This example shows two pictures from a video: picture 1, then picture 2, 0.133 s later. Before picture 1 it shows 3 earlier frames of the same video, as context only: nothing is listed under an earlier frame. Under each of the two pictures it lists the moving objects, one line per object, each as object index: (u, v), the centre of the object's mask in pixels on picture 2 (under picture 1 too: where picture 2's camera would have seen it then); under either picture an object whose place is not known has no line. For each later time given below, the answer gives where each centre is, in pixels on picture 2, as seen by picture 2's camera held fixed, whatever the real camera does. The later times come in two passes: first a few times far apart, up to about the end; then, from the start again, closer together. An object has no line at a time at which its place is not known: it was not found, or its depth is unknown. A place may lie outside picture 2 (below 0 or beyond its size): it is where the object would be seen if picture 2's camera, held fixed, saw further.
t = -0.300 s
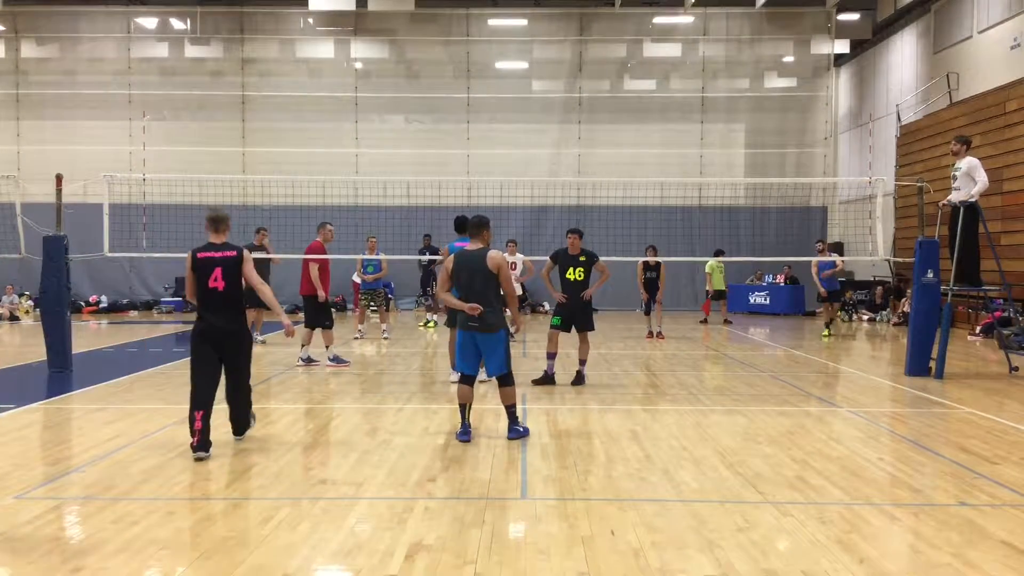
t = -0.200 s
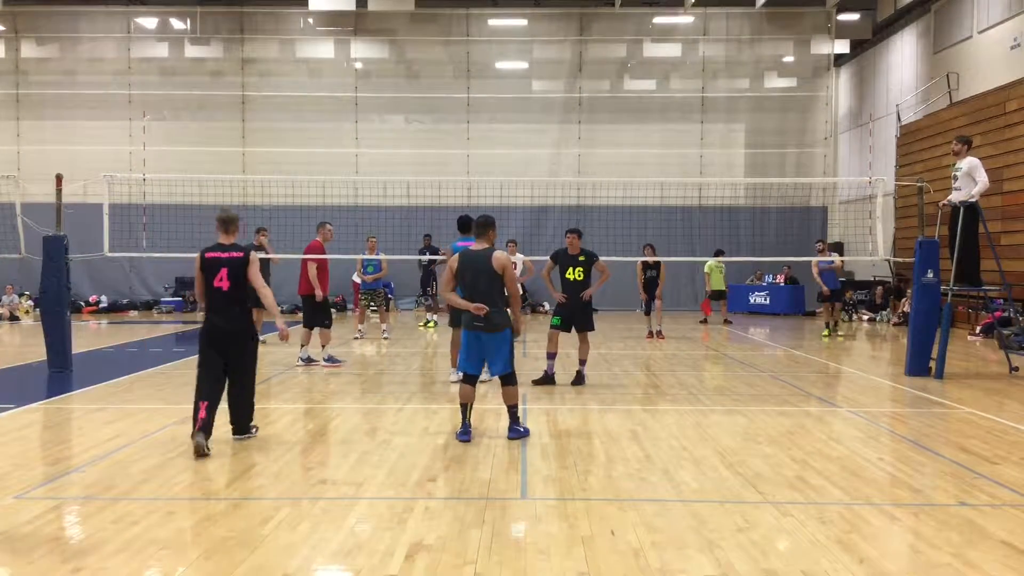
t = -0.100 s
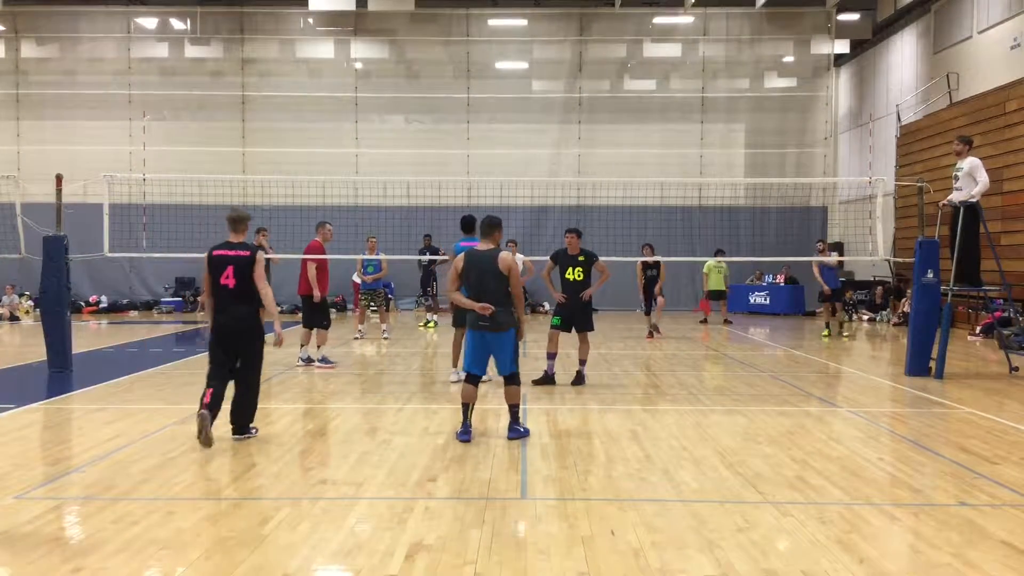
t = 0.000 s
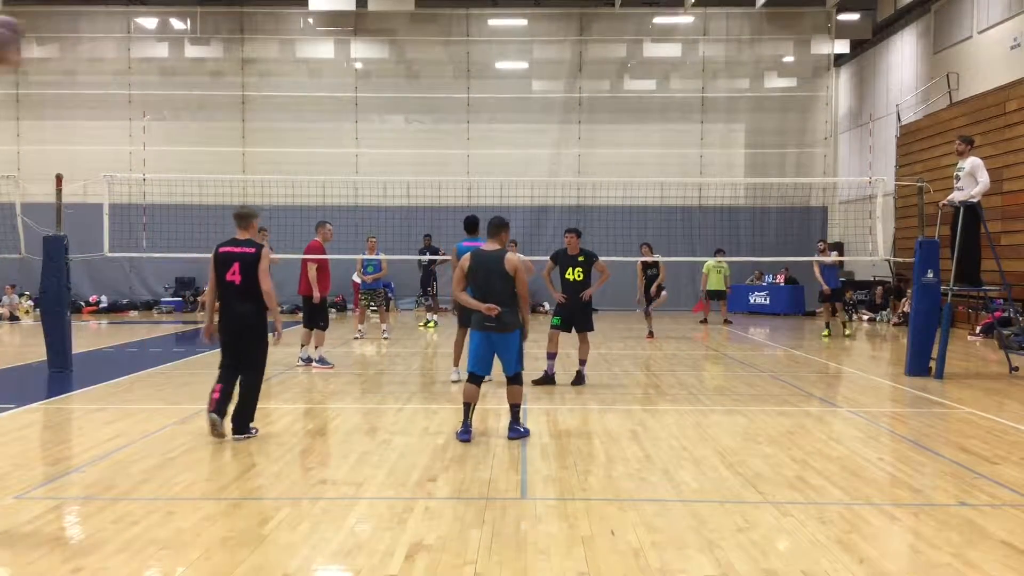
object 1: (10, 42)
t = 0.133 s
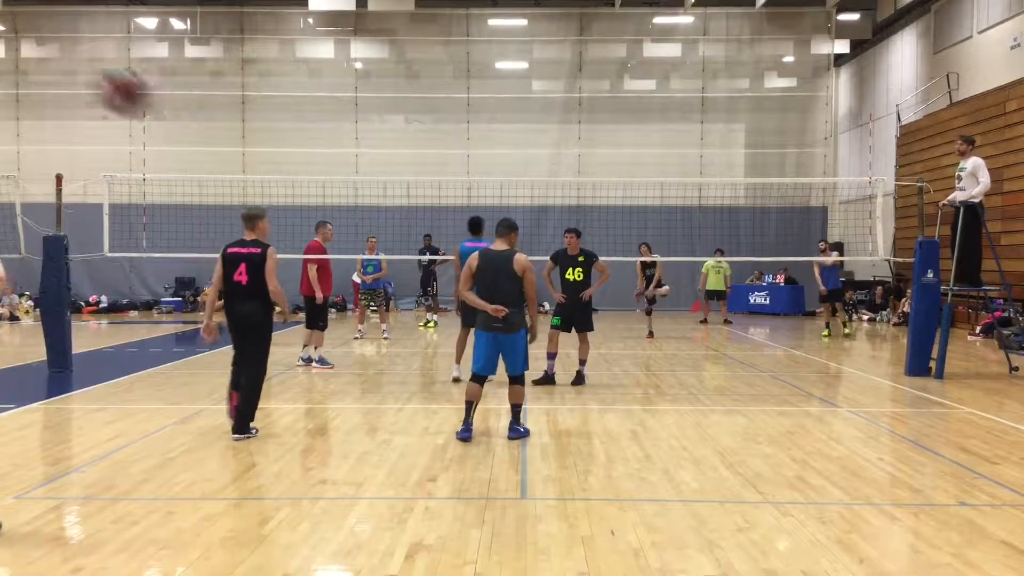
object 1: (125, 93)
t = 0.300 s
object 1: (252, 189)
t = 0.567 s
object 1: (393, 401)
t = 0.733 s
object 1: (439, 420)
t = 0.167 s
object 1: (151, 109)
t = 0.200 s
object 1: (176, 124)
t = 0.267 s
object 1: (227, 166)
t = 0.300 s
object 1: (252, 189)
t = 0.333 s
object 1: (274, 214)
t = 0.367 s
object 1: (292, 233)
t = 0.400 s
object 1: (313, 262)
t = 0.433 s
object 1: (329, 289)
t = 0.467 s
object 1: (345, 315)
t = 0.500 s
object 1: (362, 345)
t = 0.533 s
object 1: (378, 373)
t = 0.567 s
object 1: (393, 401)
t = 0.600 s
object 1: (405, 429)
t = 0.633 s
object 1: (421, 462)
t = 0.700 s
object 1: (435, 442)
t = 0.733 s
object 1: (439, 420)
